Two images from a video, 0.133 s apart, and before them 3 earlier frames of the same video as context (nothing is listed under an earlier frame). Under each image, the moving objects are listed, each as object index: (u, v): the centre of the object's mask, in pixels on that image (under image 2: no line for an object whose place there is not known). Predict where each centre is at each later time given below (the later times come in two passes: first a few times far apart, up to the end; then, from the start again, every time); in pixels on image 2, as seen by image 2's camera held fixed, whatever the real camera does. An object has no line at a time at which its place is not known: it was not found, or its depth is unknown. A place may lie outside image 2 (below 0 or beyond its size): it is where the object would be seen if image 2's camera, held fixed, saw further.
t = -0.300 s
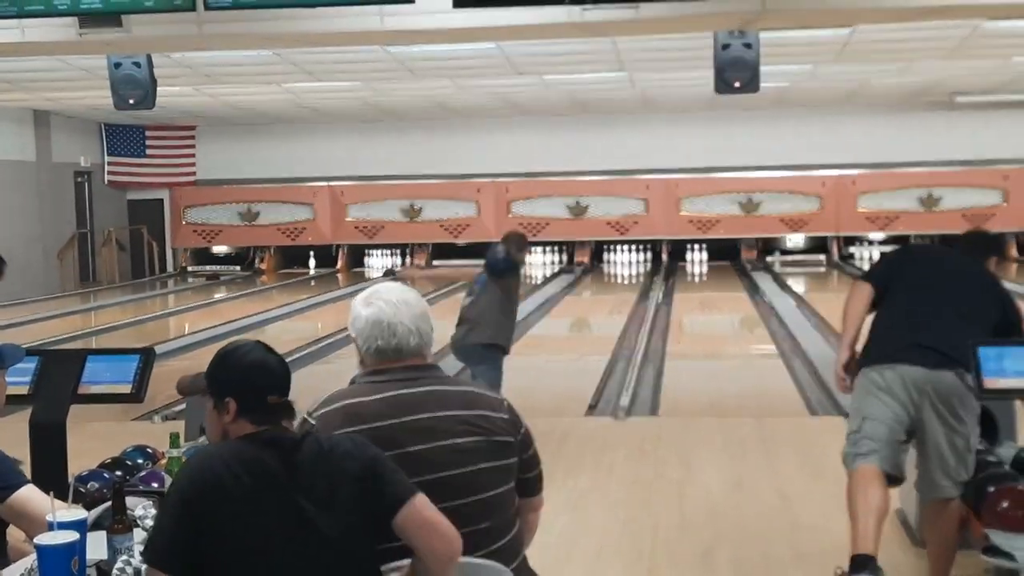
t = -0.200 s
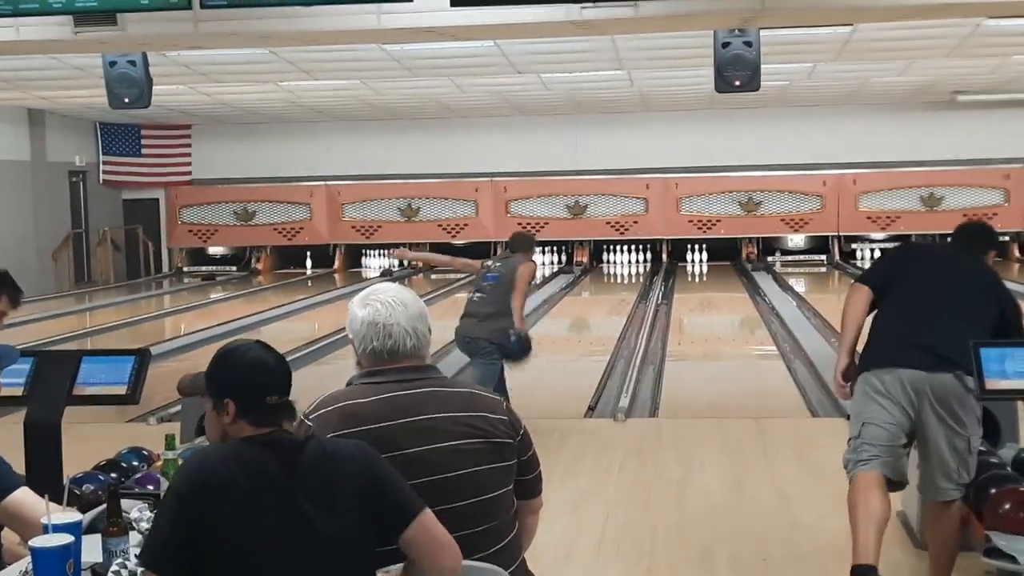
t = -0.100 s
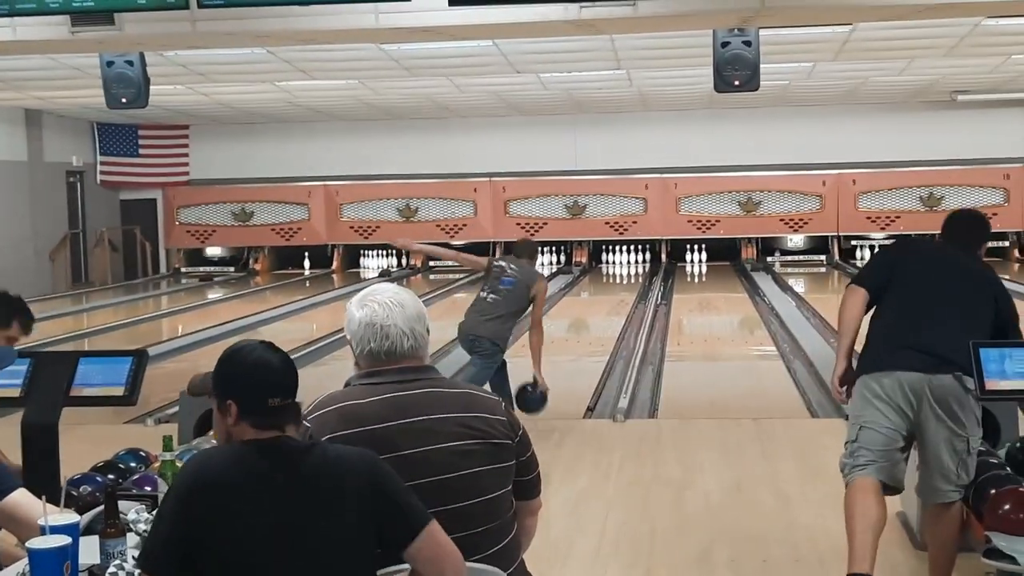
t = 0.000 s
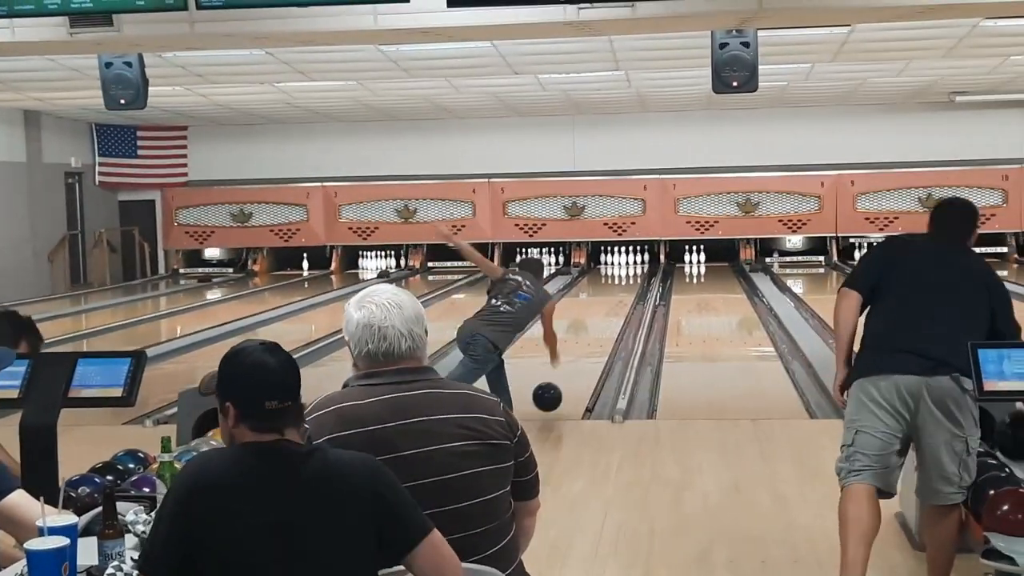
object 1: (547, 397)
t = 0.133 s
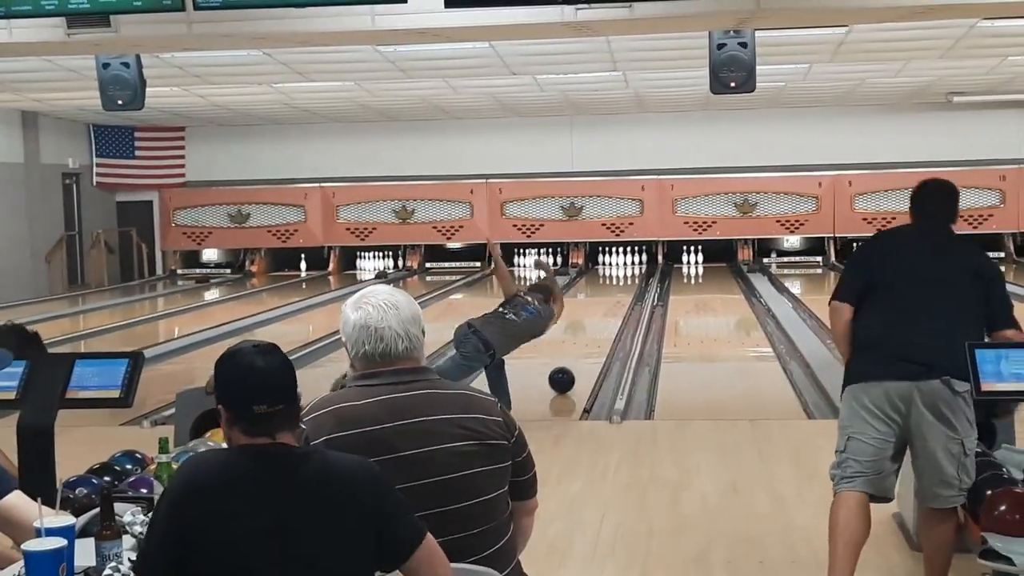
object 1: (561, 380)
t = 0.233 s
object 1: (571, 365)
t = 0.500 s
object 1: (591, 336)
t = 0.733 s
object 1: (603, 317)
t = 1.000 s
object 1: (613, 301)
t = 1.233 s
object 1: (619, 291)
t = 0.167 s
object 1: (565, 375)
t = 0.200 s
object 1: (568, 370)
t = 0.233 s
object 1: (571, 365)
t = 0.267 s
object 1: (575, 361)
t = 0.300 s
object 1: (578, 360)
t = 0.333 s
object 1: (580, 353)
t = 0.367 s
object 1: (583, 349)
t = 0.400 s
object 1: (585, 346)
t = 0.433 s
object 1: (587, 342)
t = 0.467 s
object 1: (589, 339)
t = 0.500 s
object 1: (591, 336)
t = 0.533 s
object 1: (593, 332)
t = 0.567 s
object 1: (595, 329)
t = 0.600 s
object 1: (597, 327)
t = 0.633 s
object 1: (599, 324)
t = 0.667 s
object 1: (600, 322)
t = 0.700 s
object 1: (602, 319)
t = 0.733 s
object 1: (603, 317)
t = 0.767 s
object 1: (604, 315)
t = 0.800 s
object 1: (606, 313)
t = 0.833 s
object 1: (607, 311)
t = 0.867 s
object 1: (608, 309)
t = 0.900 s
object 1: (609, 307)
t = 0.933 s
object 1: (610, 305)
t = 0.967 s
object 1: (612, 303)
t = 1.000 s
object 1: (613, 301)
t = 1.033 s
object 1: (613, 300)
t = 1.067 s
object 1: (615, 298)
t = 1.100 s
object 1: (615, 297)
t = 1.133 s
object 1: (616, 295)
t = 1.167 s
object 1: (617, 294)
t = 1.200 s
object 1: (618, 292)
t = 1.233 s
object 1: (619, 291)
